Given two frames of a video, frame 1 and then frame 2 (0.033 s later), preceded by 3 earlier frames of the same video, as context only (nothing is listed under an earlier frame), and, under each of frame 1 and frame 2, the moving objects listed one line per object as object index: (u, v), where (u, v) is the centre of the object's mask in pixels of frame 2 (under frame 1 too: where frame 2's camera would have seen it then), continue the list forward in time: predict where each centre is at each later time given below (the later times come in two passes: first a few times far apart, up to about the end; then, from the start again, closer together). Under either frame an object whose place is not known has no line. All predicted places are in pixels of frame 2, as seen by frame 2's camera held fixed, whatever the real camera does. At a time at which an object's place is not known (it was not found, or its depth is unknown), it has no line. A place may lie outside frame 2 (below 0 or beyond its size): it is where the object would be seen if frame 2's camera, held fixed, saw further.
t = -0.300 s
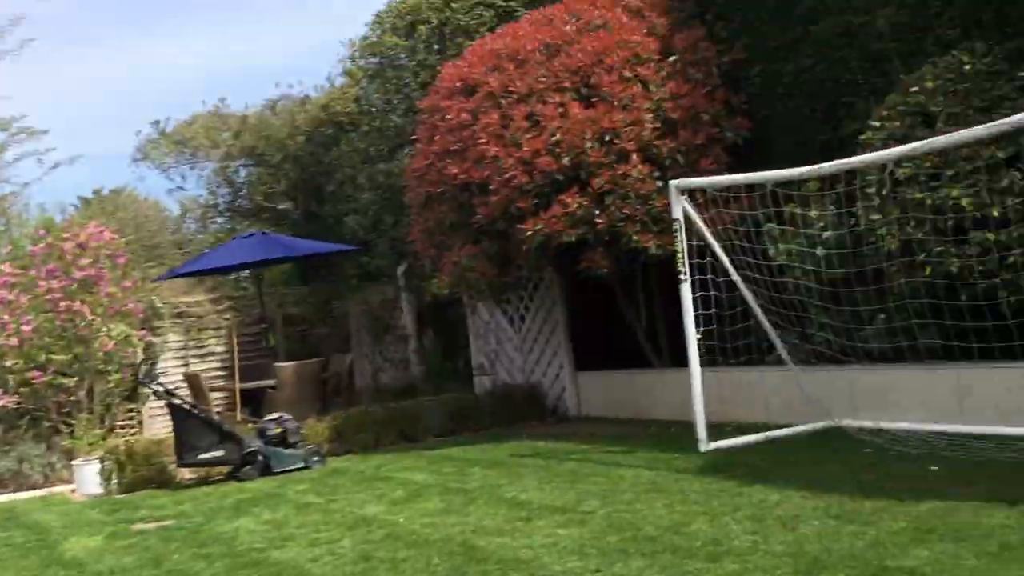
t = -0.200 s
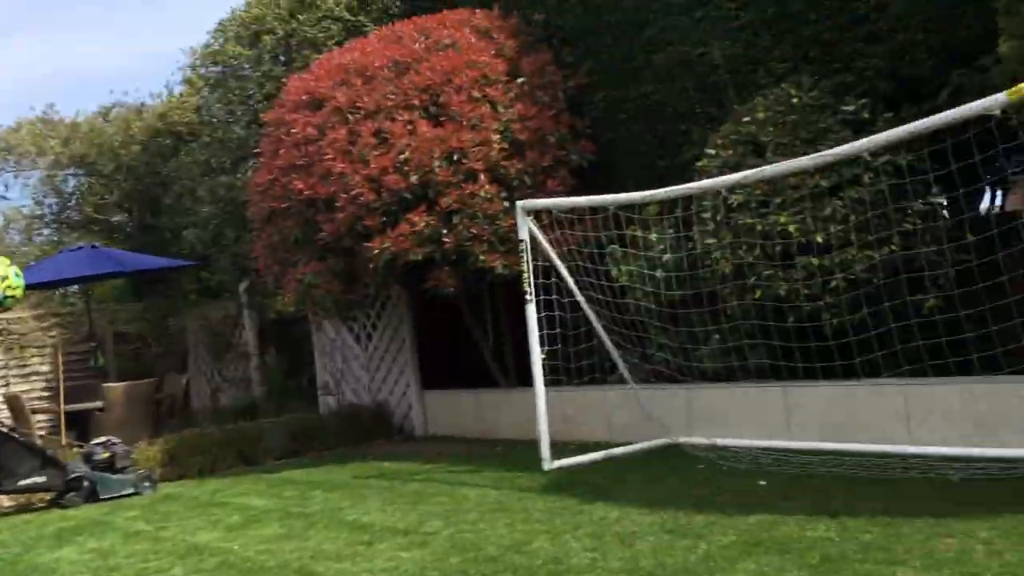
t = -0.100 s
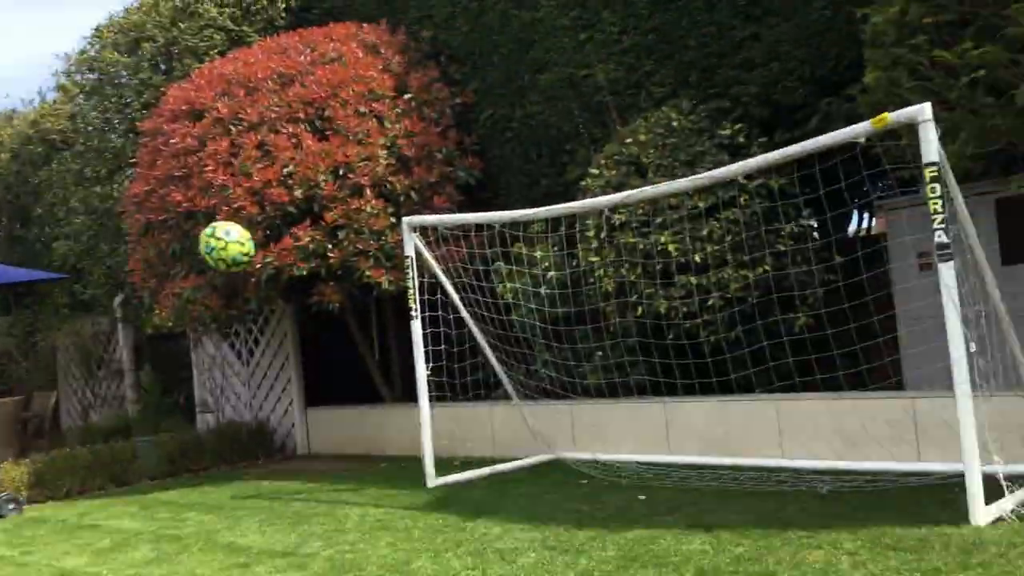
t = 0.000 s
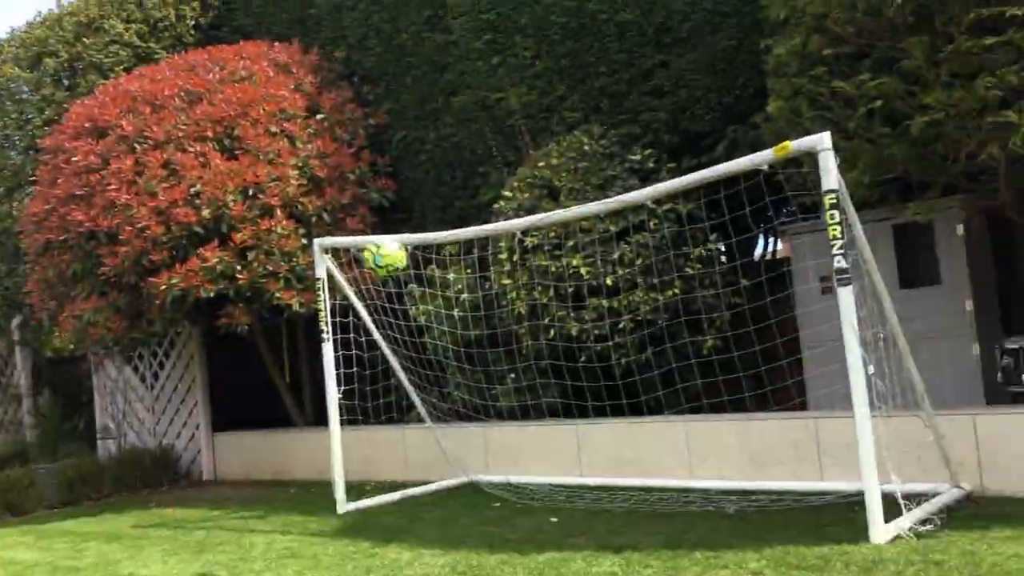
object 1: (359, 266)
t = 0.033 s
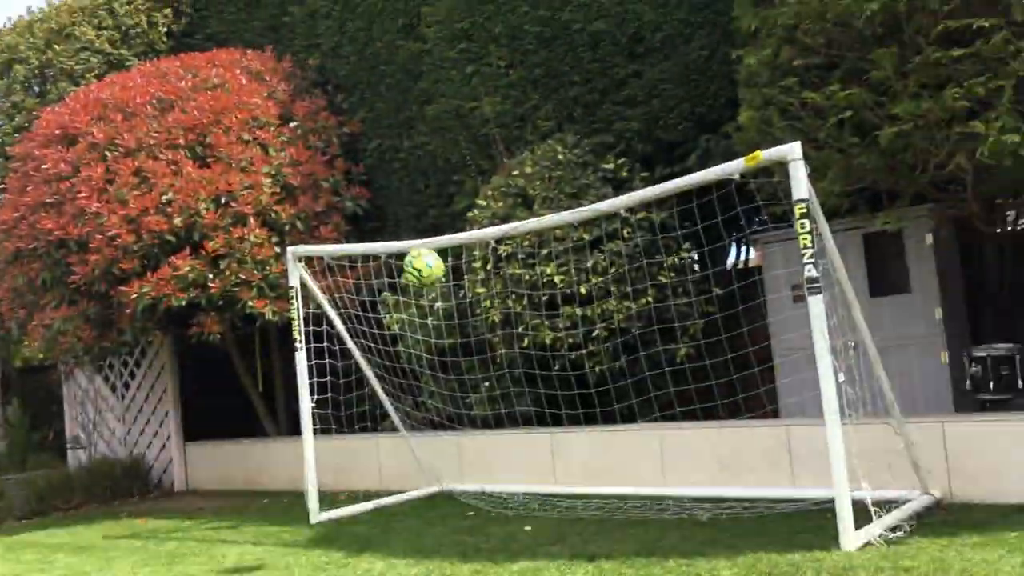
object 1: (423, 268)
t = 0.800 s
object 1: (620, 339)
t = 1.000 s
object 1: (580, 417)
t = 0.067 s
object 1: (482, 269)
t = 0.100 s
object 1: (532, 275)
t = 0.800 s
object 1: (620, 339)
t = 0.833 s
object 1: (612, 346)
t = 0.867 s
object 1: (605, 357)
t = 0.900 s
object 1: (599, 367)
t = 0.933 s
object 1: (593, 381)
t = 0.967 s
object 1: (587, 398)
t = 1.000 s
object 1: (580, 417)
